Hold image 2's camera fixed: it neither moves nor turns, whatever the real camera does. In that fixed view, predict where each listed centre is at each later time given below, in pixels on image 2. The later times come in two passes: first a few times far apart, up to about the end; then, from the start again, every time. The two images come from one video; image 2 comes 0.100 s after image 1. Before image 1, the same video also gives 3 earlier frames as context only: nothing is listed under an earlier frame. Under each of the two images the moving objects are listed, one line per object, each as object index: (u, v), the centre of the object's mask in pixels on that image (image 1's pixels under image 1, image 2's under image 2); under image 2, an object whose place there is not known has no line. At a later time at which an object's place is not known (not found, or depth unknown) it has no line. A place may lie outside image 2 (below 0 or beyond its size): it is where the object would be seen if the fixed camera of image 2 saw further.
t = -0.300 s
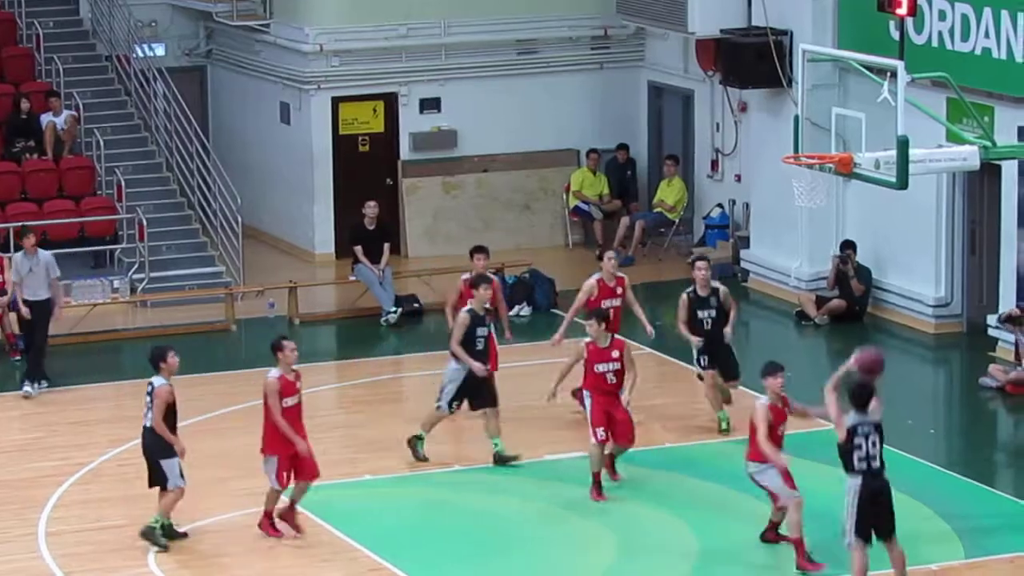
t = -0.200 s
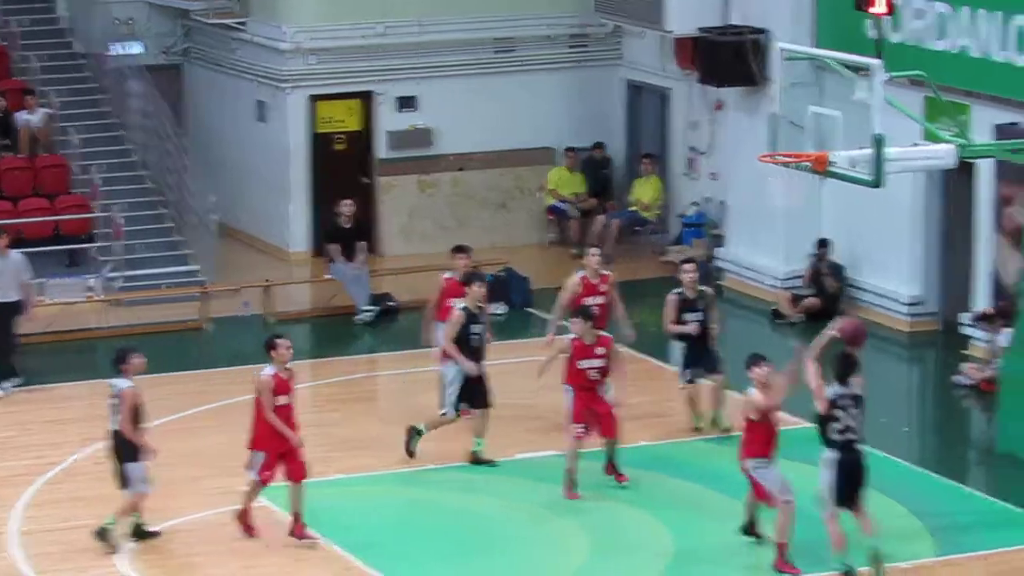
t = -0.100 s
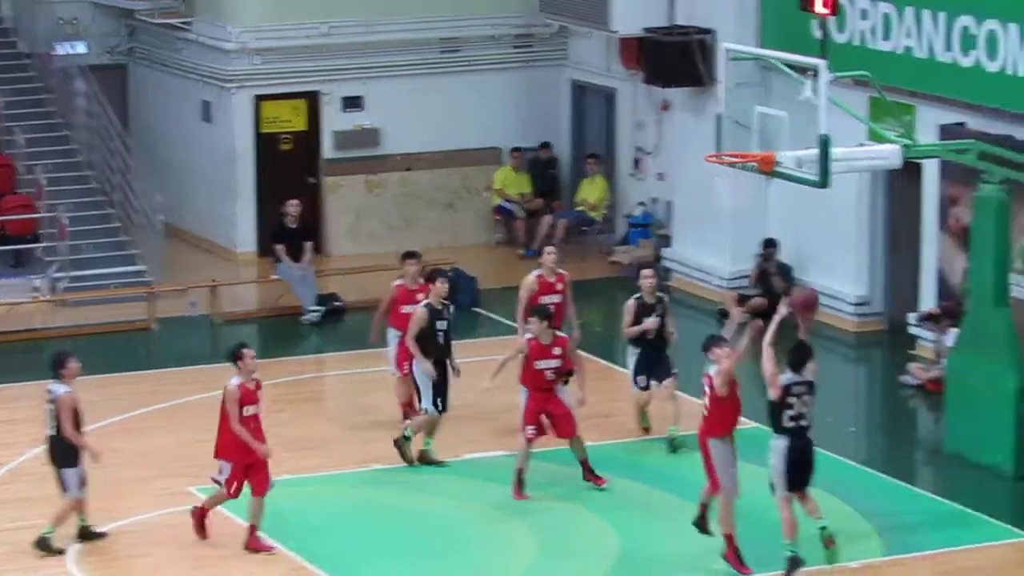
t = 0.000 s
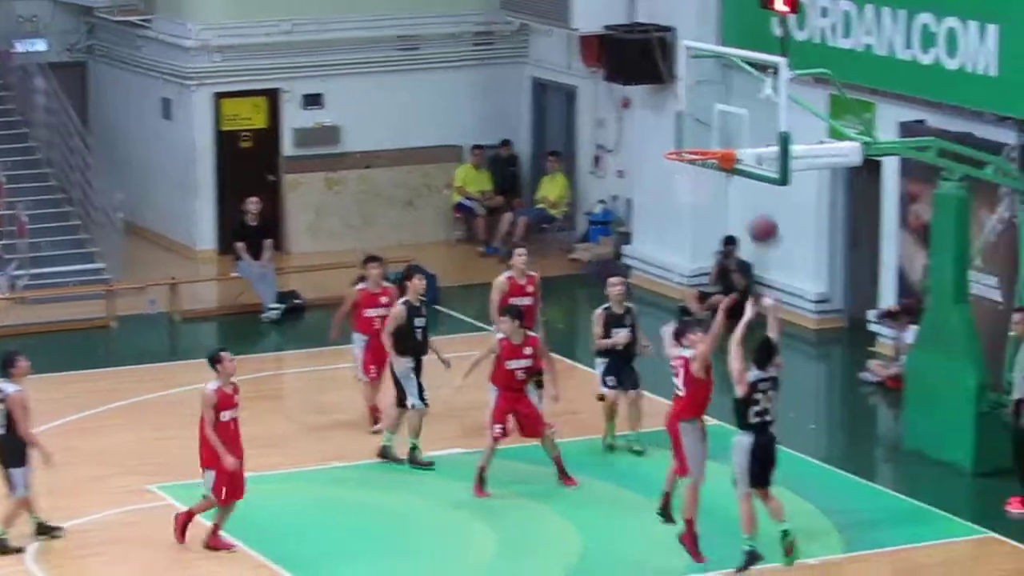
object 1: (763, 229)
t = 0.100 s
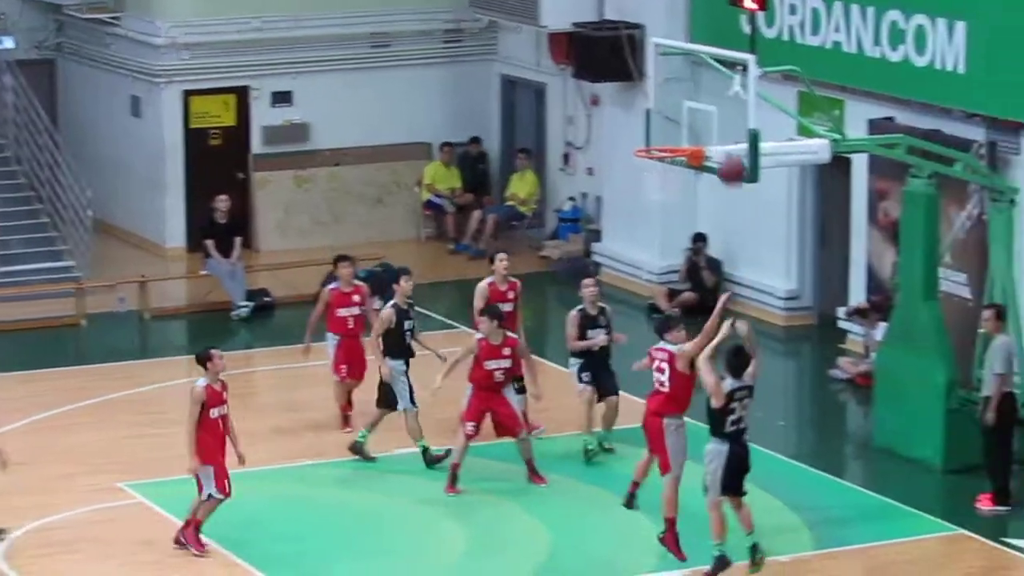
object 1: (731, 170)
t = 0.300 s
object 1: (728, 95)
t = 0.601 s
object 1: (720, 74)
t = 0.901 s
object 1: (642, 139)
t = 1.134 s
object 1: (658, 129)
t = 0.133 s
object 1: (731, 154)
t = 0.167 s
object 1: (730, 140)
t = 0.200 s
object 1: (729, 127)
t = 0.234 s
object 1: (729, 115)
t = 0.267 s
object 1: (728, 104)
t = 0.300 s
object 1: (728, 95)
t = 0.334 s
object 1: (727, 88)
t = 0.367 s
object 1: (726, 81)
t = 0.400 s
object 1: (724, 76)
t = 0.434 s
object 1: (723, 73)
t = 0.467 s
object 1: (723, 71)
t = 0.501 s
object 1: (722, 70)
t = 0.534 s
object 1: (721, 70)
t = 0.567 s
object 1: (720, 71)
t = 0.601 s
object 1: (720, 74)
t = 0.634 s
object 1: (718, 78)
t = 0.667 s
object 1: (707, 82)
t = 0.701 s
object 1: (697, 88)
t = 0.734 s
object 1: (687, 95)
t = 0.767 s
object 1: (677, 104)
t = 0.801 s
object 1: (667, 114)
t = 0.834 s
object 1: (657, 123)
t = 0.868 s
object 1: (646, 135)
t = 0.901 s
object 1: (642, 139)
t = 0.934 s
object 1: (644, 135)
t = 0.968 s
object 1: (647, 134)
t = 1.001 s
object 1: (649, 132)
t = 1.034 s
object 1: (652, 132)
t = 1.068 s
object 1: (655, 132)
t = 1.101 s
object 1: (657, 133)
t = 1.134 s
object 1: (658, 129)
